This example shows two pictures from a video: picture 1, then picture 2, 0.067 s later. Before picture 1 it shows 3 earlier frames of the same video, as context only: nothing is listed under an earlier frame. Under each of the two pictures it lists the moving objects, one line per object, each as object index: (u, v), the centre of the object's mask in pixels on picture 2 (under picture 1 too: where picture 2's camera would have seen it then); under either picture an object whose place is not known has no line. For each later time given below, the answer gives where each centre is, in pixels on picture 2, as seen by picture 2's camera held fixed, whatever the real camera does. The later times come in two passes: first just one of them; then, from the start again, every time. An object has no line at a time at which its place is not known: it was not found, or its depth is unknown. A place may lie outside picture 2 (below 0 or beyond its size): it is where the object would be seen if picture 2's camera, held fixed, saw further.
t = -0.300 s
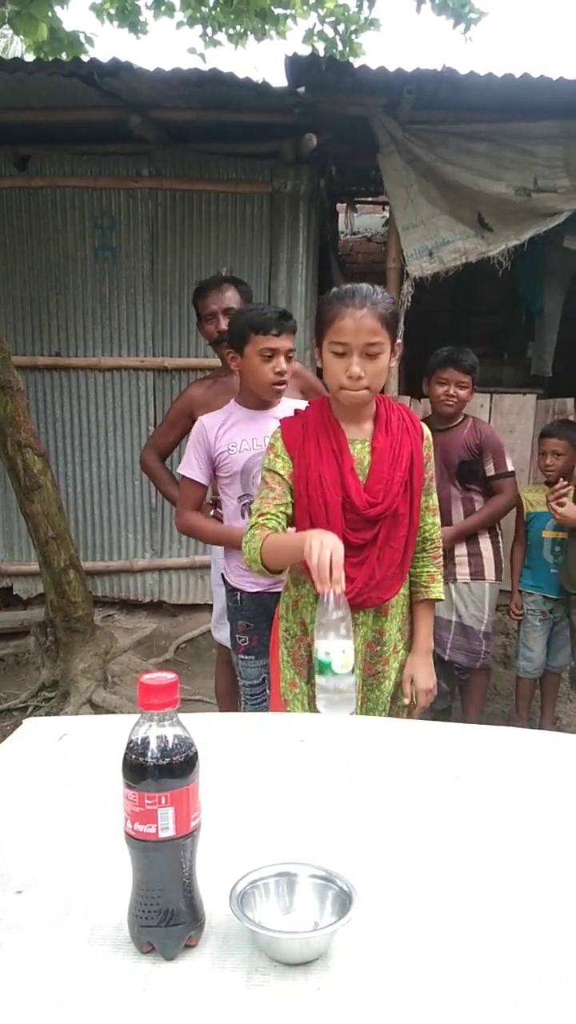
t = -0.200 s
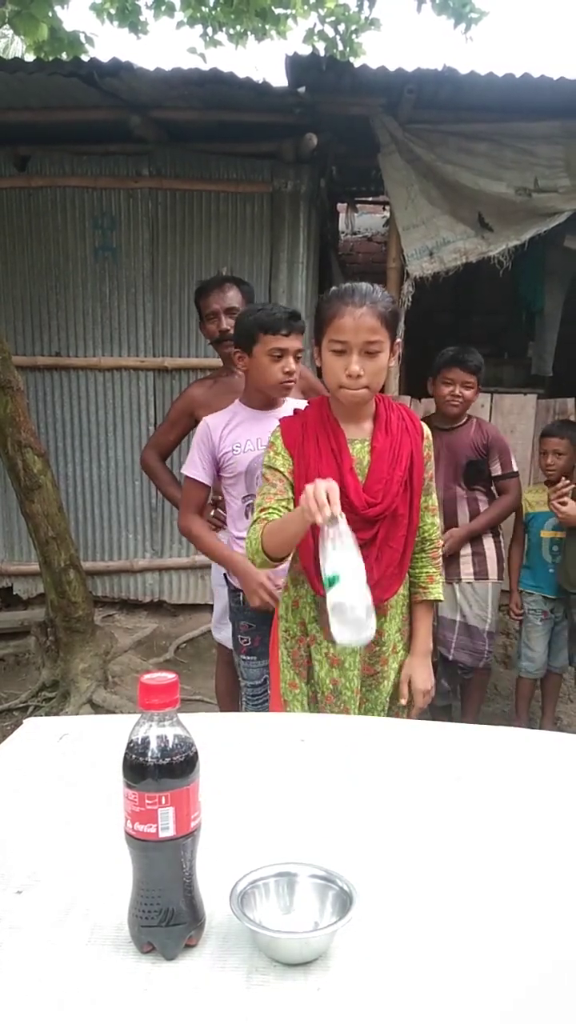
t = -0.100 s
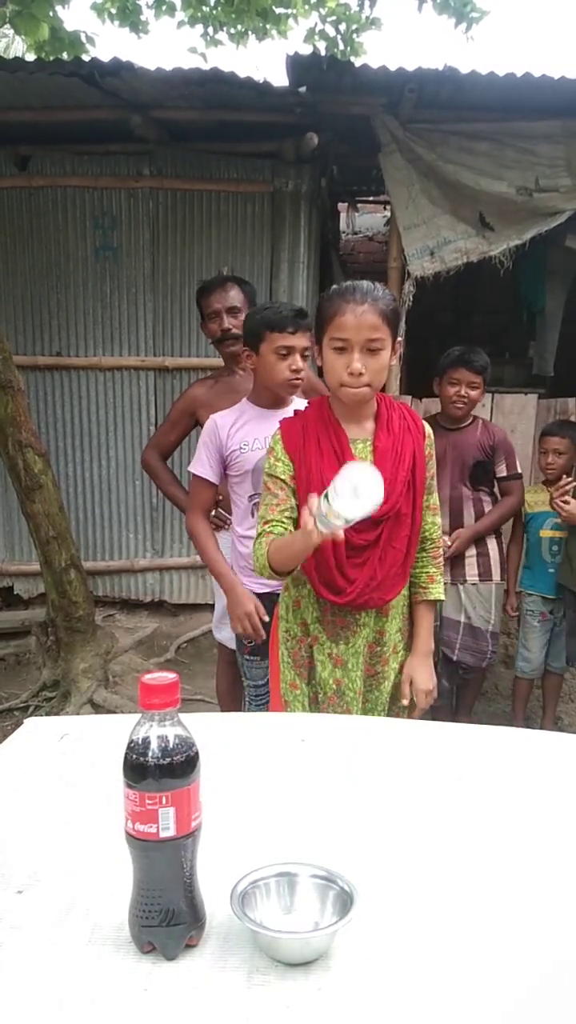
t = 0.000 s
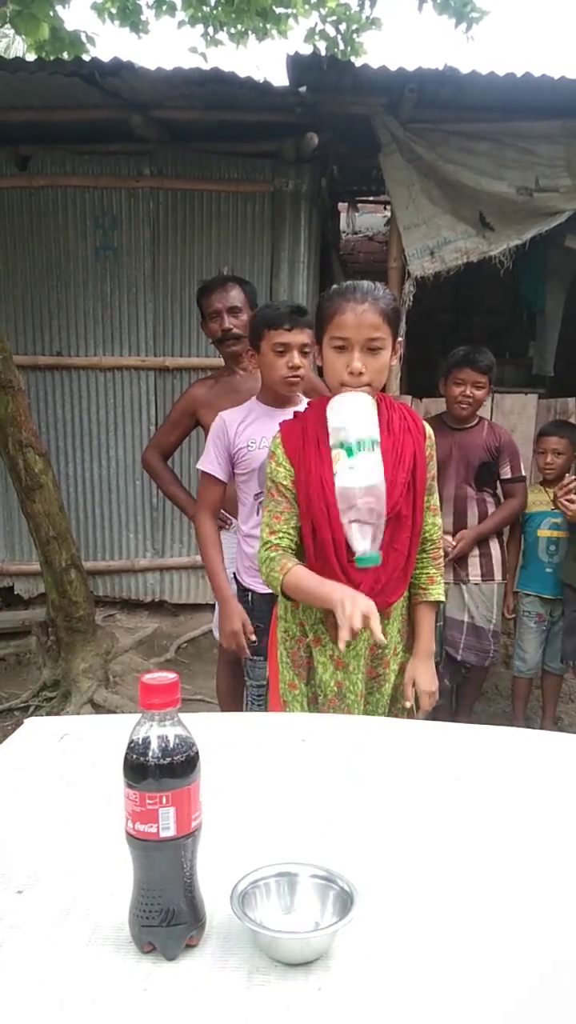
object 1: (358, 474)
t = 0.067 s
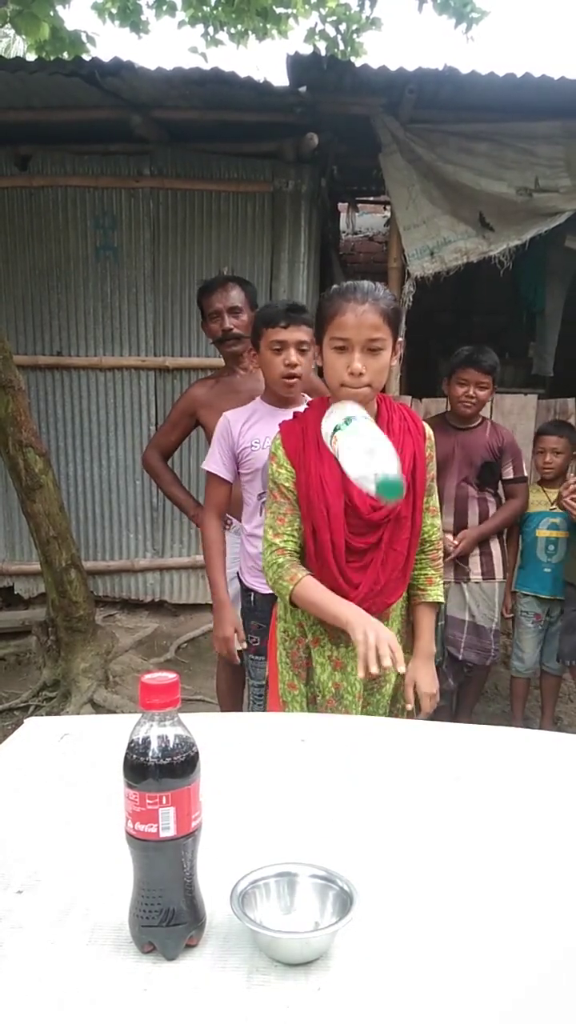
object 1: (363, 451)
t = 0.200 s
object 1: (353, 528)
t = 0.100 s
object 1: (361, 451)
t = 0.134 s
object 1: (359, 464)
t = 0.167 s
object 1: (356, 490)
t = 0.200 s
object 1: (353, 528)
